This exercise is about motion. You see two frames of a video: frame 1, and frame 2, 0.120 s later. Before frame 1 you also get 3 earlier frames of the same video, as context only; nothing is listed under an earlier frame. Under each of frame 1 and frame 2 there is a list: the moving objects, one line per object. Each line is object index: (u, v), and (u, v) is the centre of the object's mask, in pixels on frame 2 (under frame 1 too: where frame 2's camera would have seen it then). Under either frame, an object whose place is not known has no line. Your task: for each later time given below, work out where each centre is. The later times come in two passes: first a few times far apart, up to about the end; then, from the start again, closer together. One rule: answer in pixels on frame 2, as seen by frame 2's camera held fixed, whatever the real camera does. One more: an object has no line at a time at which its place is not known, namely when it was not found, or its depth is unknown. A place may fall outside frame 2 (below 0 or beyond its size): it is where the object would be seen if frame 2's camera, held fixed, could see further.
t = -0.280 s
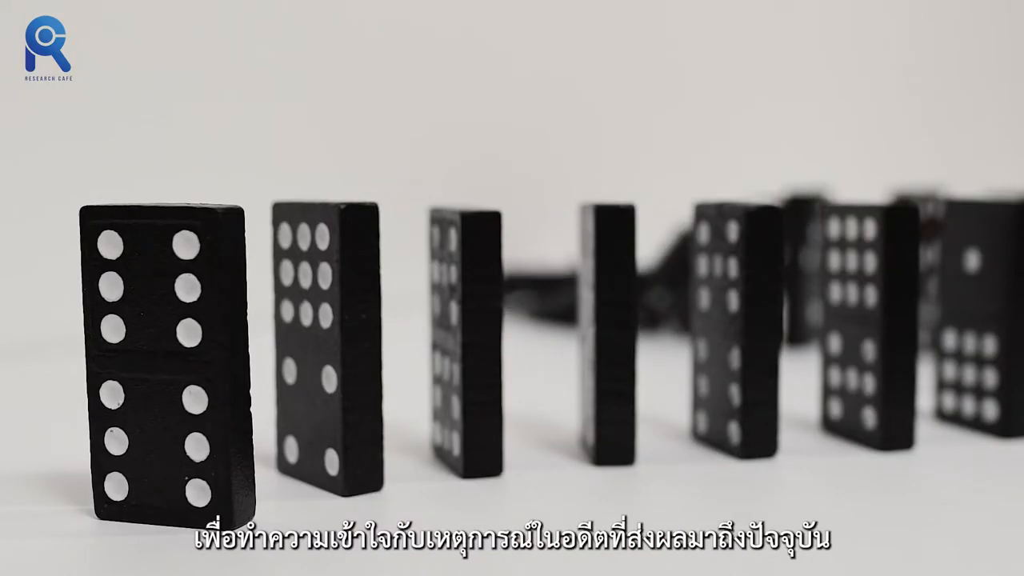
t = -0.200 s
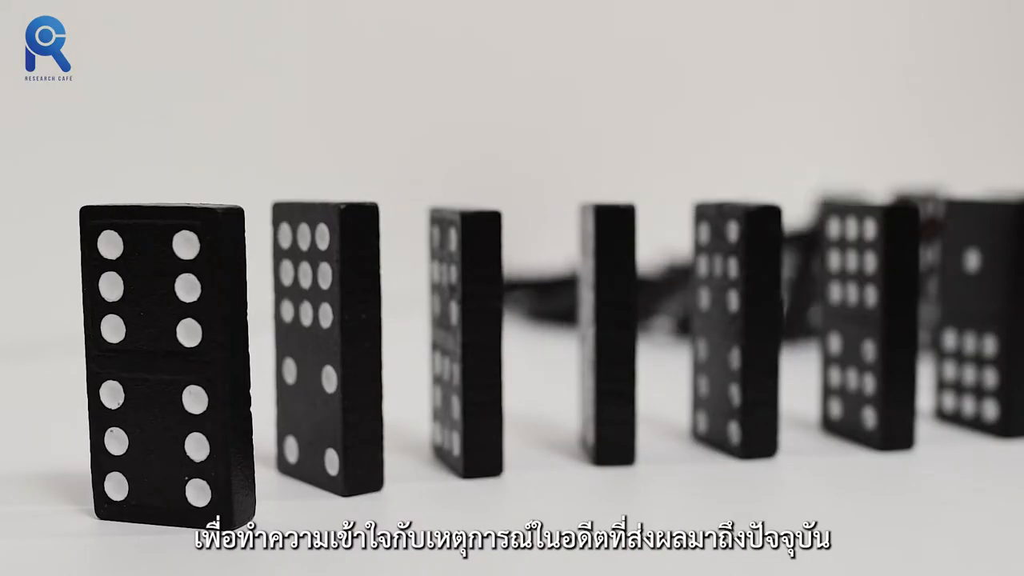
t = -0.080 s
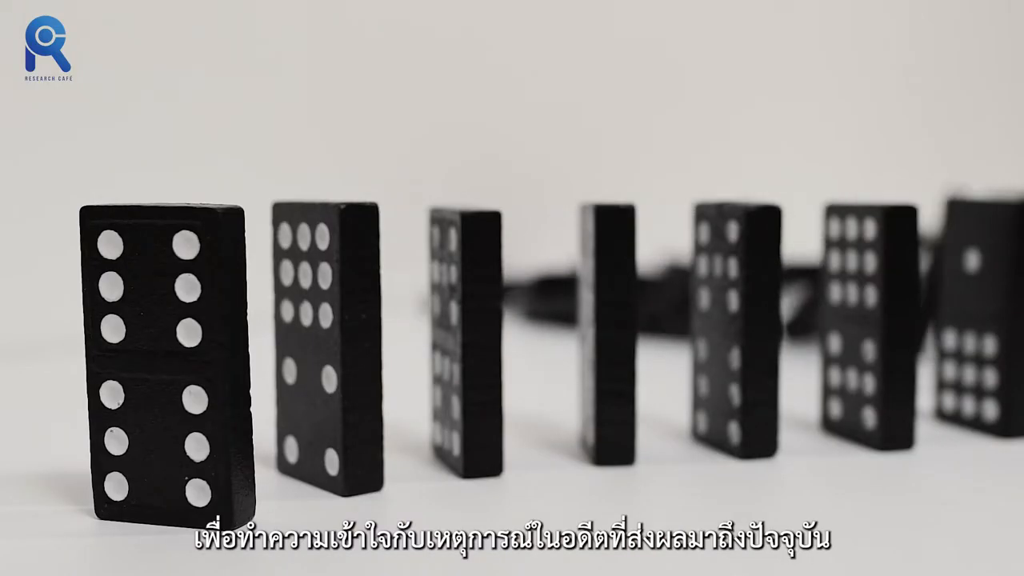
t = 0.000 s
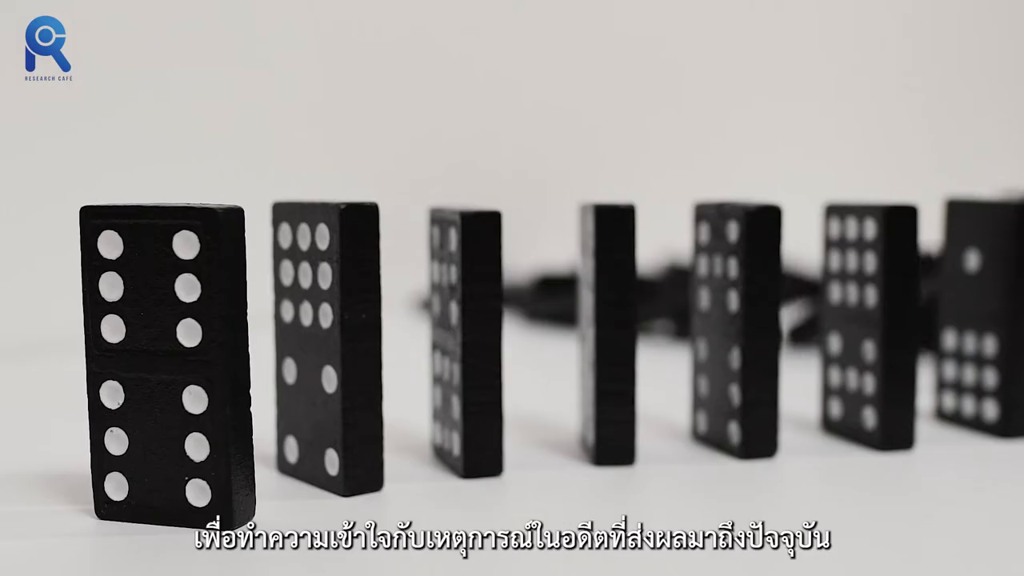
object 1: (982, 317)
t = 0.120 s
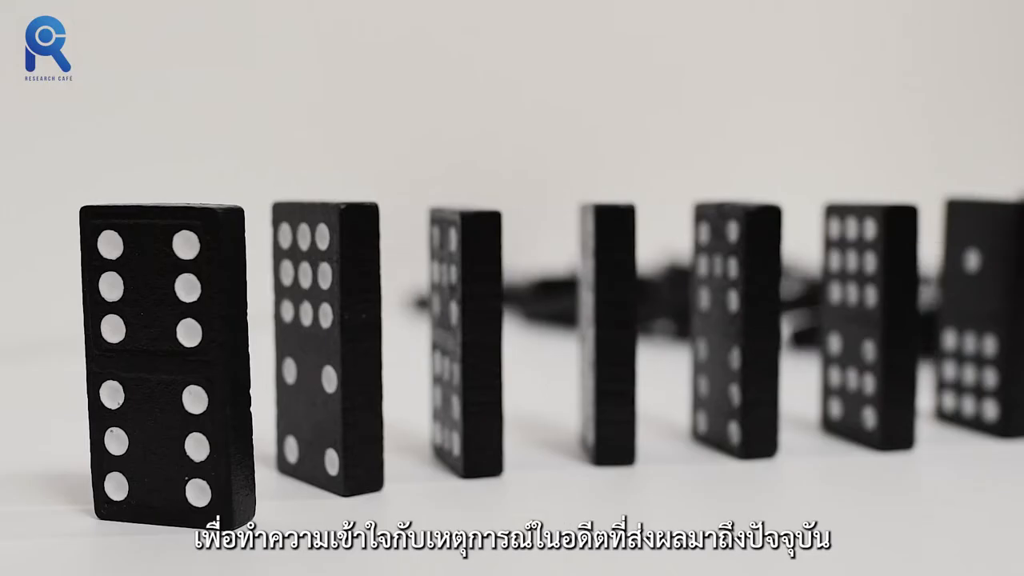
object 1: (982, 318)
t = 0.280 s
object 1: (982, 317)
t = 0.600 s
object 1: (982, 315)
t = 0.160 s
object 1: (982, 318)
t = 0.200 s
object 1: (982, 317)
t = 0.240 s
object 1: (982, 317)
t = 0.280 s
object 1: (982, 317)
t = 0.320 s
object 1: (982, 317)
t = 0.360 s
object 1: (982, 317)
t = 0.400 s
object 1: (982, 317)
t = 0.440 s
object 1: (982, 318)
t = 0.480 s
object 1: (982, 318)
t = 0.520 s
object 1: (982, 317)
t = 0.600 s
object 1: (982, 315)
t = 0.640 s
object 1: (980, 314)
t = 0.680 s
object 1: (974, 316)
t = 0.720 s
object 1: (969, 321)
